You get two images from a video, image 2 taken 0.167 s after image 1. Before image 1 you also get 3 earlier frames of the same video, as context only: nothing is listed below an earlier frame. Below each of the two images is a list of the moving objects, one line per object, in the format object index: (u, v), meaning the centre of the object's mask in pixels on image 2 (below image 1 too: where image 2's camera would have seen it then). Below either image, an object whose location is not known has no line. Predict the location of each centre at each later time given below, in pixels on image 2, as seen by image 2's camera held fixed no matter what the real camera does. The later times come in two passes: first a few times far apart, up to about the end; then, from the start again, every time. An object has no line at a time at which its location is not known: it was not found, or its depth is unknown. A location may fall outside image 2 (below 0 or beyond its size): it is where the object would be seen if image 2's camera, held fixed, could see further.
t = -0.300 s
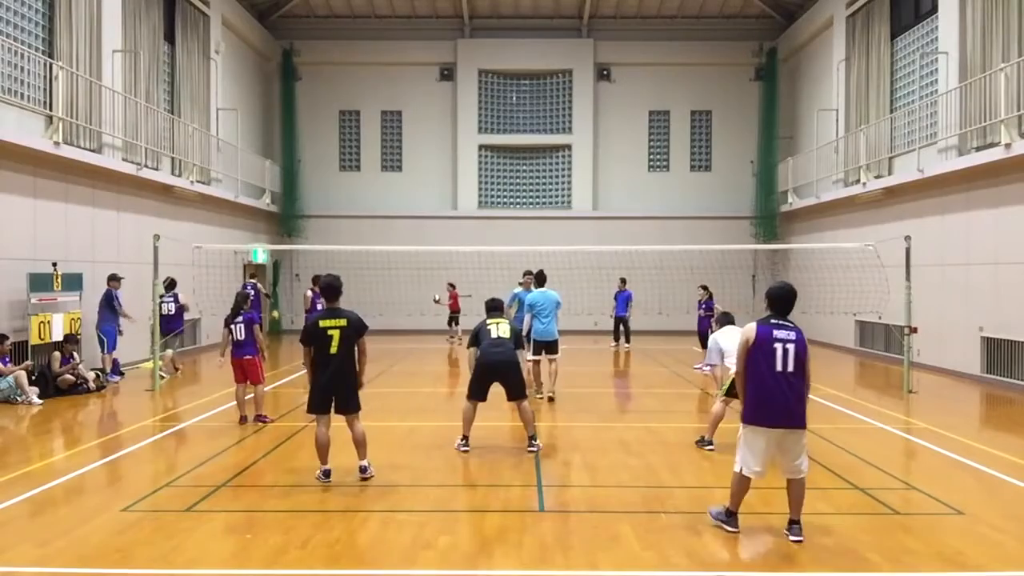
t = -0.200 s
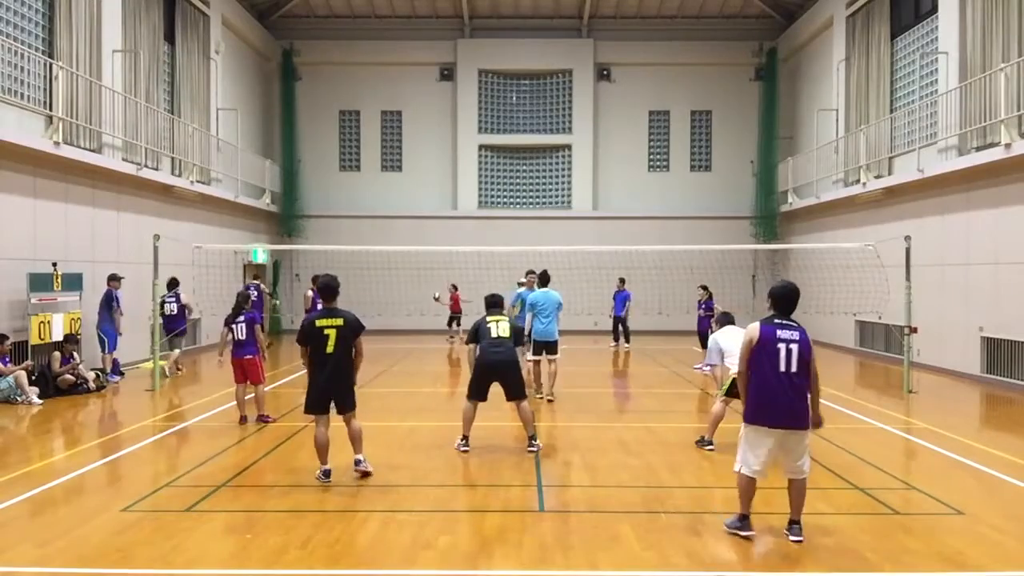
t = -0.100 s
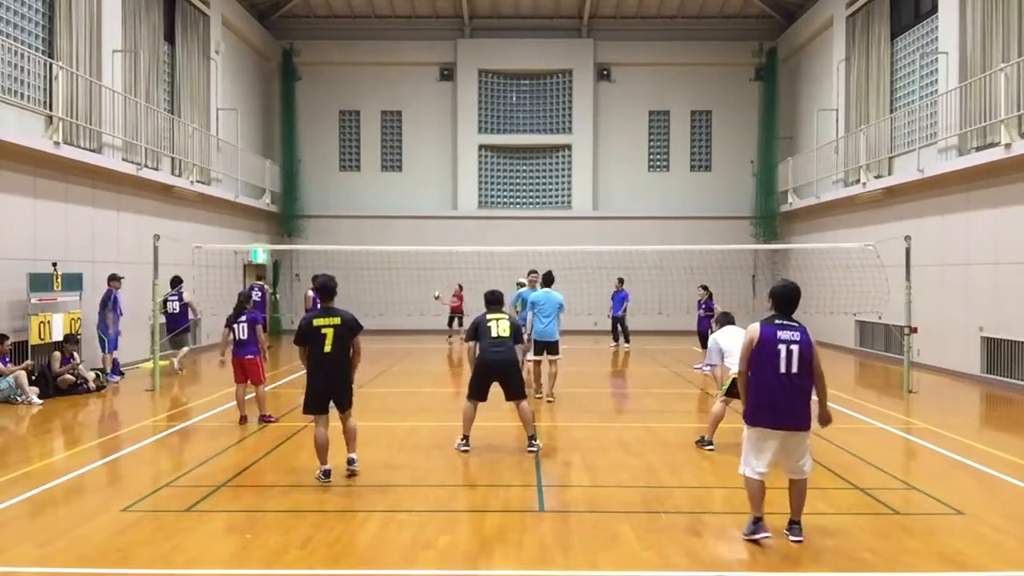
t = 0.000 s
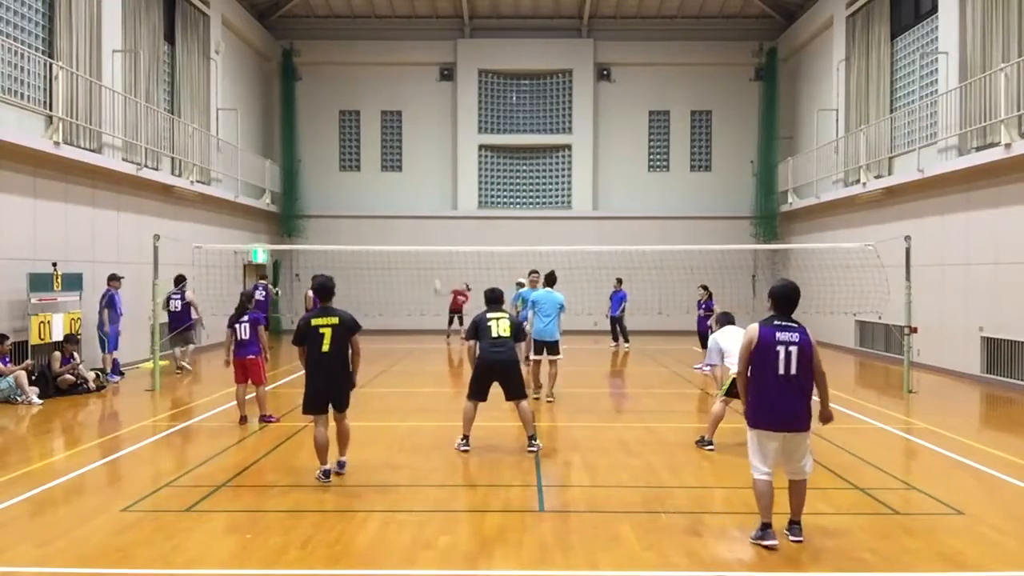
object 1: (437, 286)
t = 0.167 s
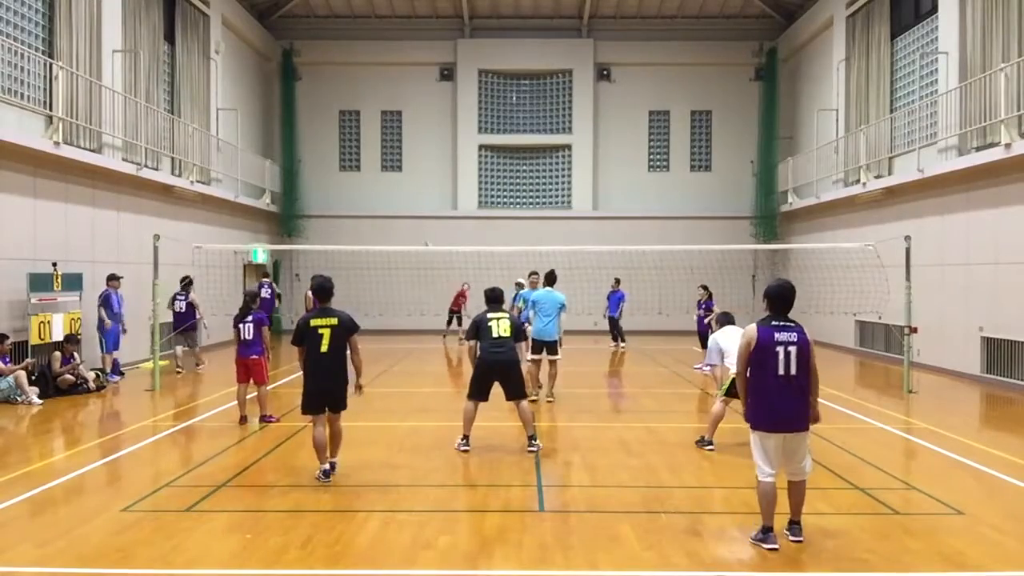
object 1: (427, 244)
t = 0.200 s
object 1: (425, 239)
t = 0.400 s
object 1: (414, 198)
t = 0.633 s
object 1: (396, 170)
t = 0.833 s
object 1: (378, 170)
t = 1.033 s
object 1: (355, 199)
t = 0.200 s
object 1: (425, 239)
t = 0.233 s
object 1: (425, 230)
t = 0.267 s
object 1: (422, 223)
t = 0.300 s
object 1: (421, 216)
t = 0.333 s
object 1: (418, 210)
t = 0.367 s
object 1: (416, 204)
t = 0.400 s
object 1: (414, 198)
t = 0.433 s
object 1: (410, 192)
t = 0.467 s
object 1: (409, 188)
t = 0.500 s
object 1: (408, 184)
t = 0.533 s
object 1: (404, 179)
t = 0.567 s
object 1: (402, 176)
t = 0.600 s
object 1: (399, 172)
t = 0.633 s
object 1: (396, 170)
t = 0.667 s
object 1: (393, 168)
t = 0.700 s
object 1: (390, 167)
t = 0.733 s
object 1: (388, 167)
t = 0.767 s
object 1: (385, 167)
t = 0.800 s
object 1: (381, 168)
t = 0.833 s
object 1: (378, 170)
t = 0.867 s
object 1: (375, 174)
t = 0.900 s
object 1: (371, 177)
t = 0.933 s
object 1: (367, 181)
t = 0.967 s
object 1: (363, 186)
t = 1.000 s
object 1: (359, 193)
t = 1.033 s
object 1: (355, 199)
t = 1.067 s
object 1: (351, 207)
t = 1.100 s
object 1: (347, 216)
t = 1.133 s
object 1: (341, 227)
